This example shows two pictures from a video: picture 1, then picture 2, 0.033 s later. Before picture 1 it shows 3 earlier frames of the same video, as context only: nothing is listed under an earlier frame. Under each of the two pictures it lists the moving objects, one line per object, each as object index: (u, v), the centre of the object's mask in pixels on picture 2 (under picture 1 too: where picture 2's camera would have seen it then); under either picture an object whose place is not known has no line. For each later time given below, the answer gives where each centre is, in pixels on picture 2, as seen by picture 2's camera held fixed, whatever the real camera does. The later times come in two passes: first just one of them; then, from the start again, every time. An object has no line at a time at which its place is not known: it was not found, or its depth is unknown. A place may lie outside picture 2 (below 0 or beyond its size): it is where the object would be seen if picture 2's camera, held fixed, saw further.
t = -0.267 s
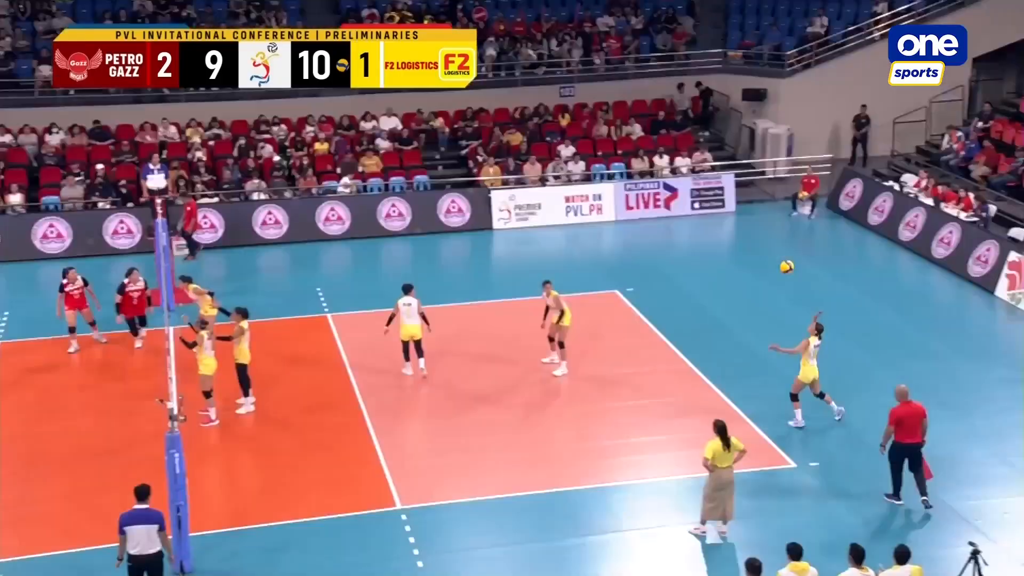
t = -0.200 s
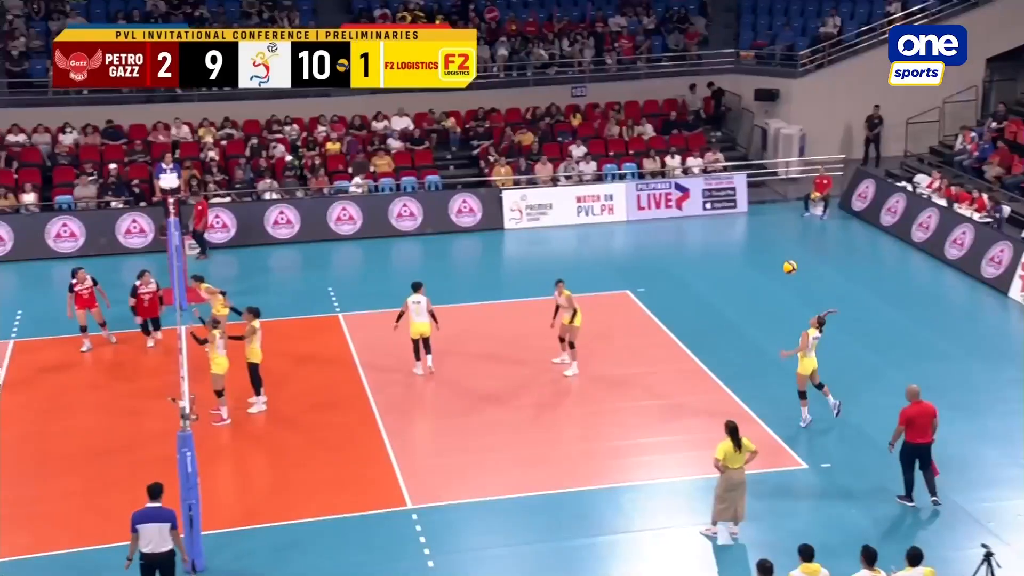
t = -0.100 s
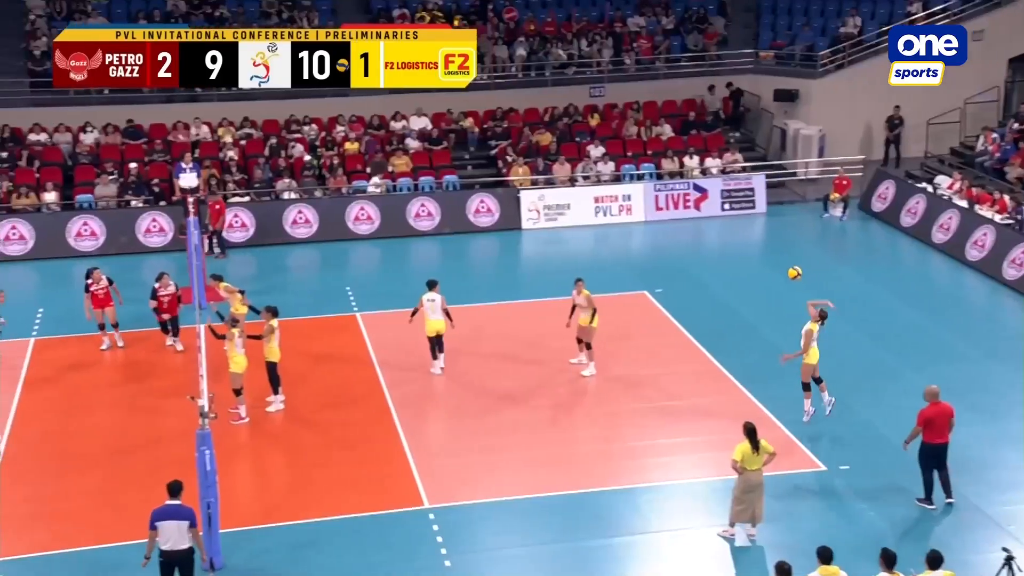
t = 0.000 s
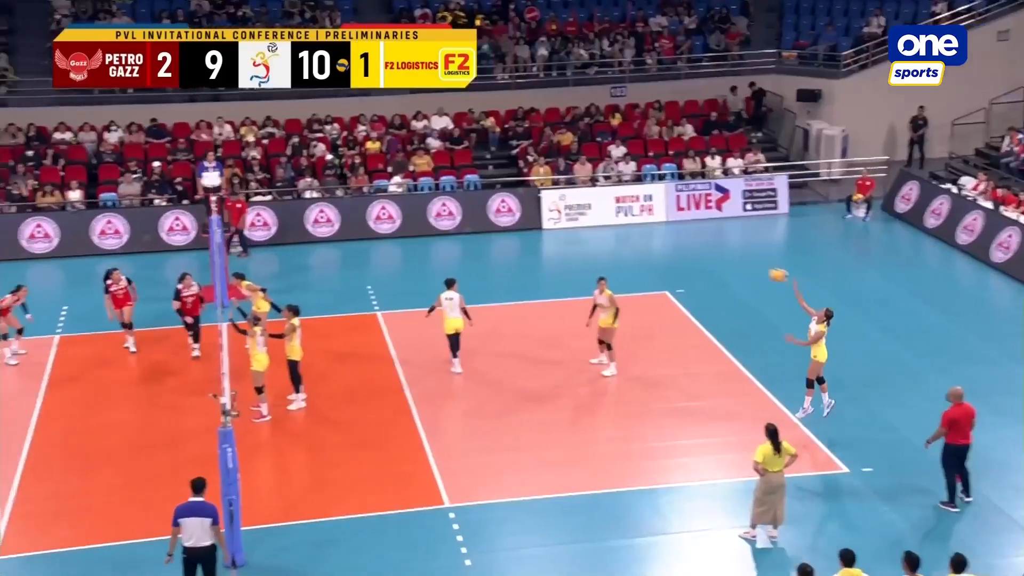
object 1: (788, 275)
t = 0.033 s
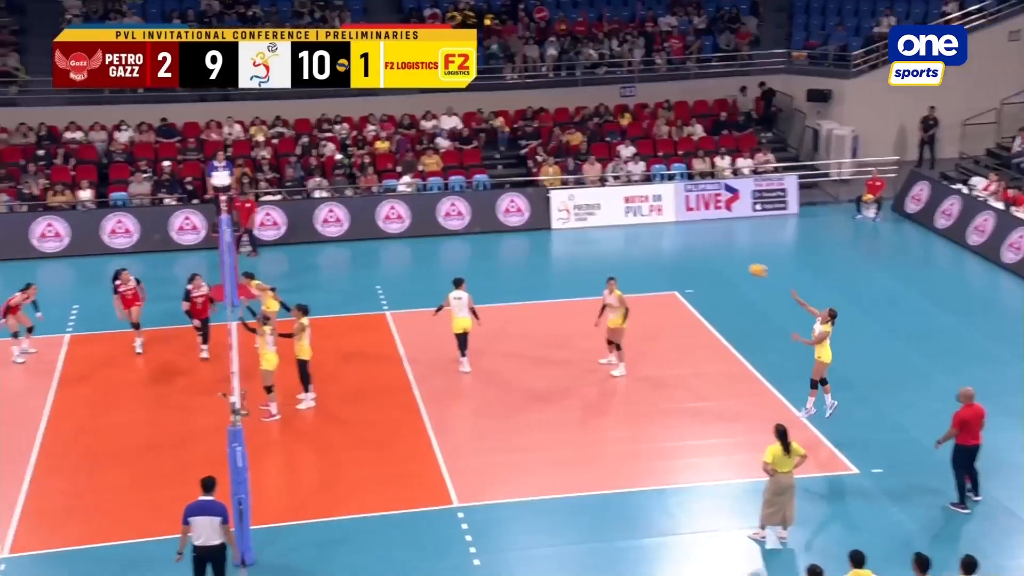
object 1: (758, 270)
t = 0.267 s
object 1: (549, 249)
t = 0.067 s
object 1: (728, 265)
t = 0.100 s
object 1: (698, 261)
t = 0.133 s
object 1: (669, 258)
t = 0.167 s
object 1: (638, 255)
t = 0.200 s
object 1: (608, 252)
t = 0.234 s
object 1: (579, 250)
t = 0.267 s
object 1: (549, 249)
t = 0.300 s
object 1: (520, 248)
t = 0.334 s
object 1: (490, 248)
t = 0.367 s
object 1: (460, 249)
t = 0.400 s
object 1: (429, 251)
